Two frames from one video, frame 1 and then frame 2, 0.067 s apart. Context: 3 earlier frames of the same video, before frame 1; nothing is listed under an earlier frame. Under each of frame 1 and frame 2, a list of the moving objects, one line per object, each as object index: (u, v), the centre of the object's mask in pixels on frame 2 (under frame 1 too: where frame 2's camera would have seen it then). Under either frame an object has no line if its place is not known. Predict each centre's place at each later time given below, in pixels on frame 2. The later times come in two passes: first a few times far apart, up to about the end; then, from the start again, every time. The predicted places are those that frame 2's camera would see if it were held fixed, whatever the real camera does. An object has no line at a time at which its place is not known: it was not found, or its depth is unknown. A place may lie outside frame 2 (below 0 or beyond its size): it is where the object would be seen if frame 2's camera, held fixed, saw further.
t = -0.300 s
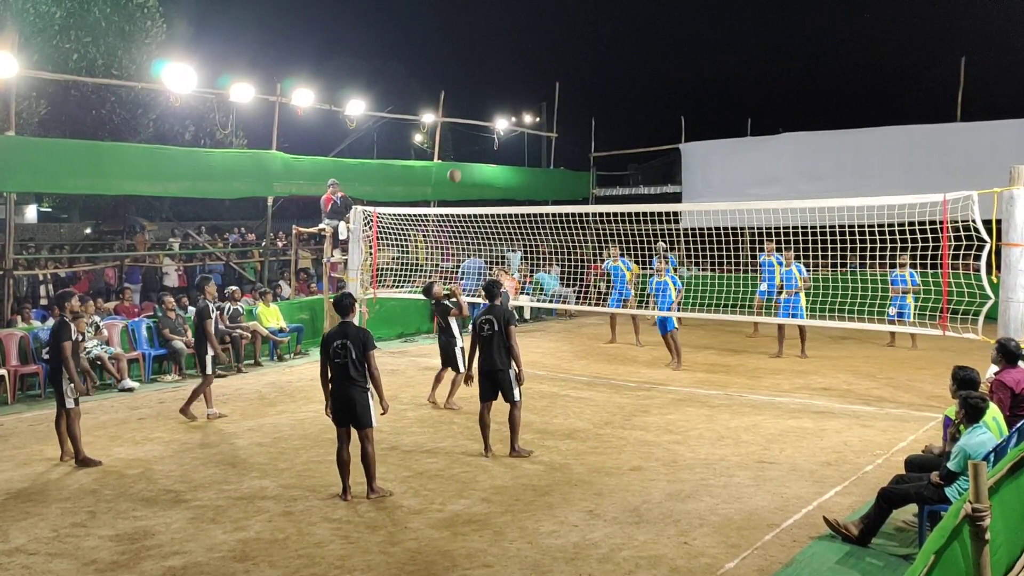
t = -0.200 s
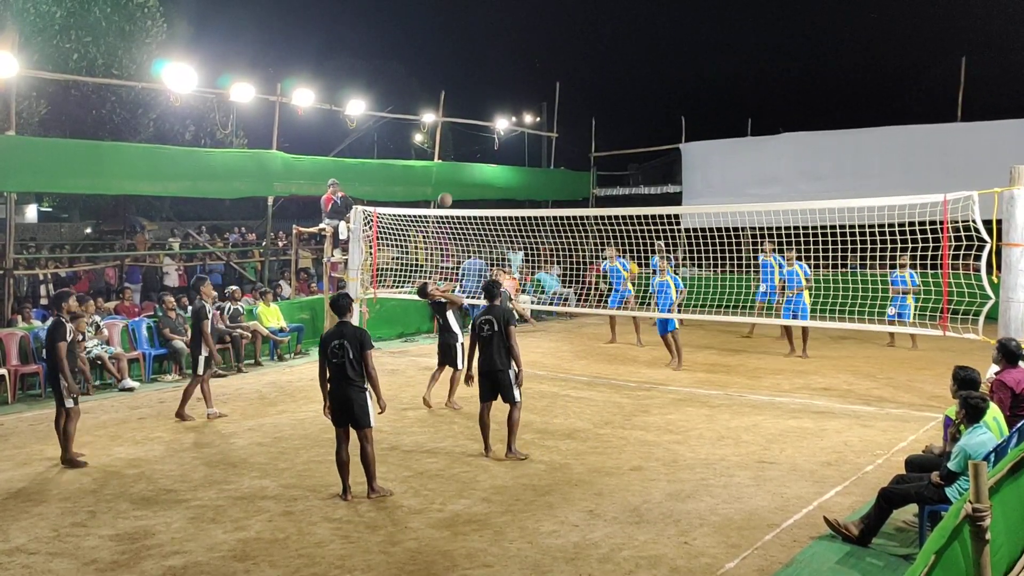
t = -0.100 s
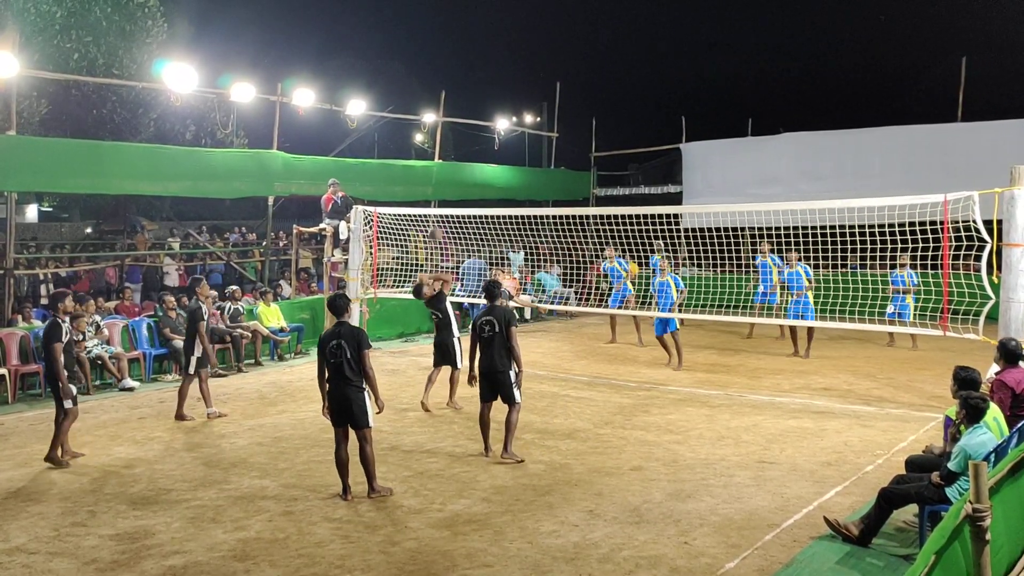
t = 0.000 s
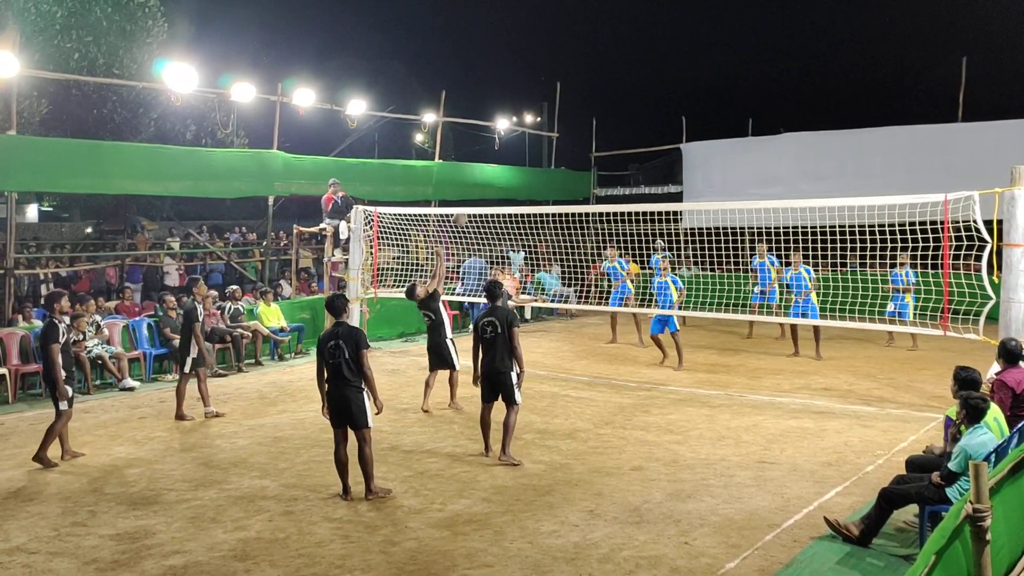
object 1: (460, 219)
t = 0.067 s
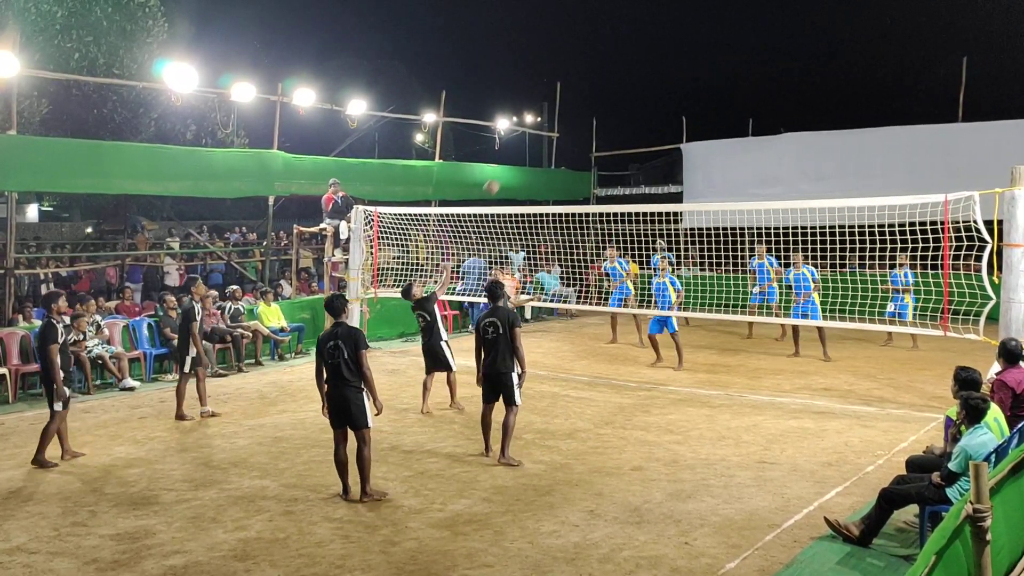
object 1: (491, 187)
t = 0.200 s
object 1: (552, 135)
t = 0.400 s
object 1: (636, 90)
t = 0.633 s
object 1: (723, 79)
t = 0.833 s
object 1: (790, 99)
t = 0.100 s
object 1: (508, 173)
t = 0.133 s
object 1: (522, 159)
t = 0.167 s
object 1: (537, 147)
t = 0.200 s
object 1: (552, 135)
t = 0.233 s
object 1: (567, 125)
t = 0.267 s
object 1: (581, 117)
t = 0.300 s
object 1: (595, 109)
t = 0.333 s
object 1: (609, 102)
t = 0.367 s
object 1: (622, 96)
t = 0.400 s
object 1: (636, 90)
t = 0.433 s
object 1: (649, 86)
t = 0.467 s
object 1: (662, 83)
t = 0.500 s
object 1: (675, 80)
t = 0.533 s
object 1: (687, 79)
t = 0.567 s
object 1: (699, 78)
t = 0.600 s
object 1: (711, 78)
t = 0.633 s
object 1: (723, 79)
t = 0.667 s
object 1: (735, 80)
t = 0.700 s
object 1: (747, 83)
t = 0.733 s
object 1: (758, 86)
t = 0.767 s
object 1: (768, 90)
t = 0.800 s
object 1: (779, 94)
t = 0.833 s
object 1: (790, 99)
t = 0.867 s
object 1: (800, 105)
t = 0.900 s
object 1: (811, 112)
